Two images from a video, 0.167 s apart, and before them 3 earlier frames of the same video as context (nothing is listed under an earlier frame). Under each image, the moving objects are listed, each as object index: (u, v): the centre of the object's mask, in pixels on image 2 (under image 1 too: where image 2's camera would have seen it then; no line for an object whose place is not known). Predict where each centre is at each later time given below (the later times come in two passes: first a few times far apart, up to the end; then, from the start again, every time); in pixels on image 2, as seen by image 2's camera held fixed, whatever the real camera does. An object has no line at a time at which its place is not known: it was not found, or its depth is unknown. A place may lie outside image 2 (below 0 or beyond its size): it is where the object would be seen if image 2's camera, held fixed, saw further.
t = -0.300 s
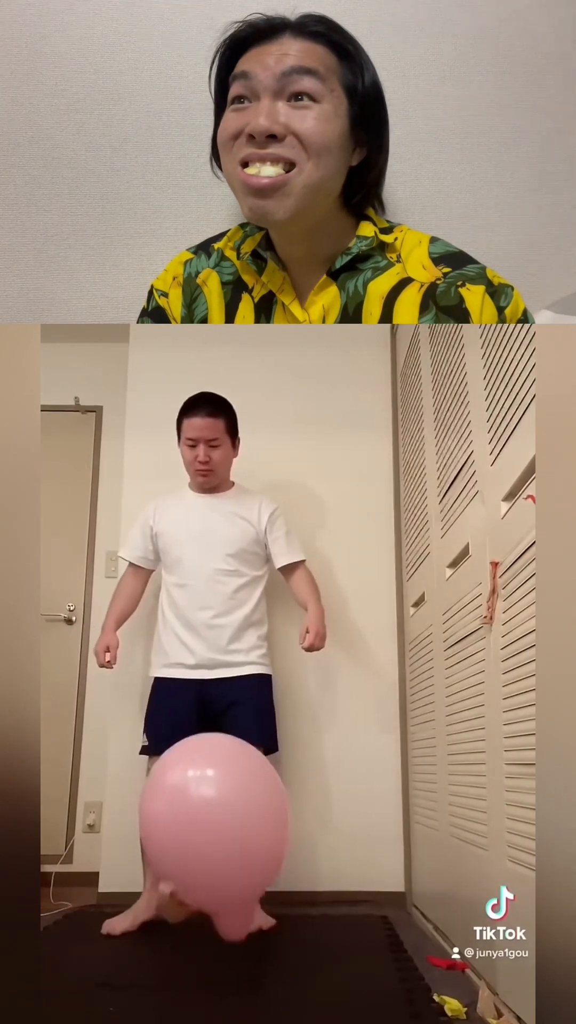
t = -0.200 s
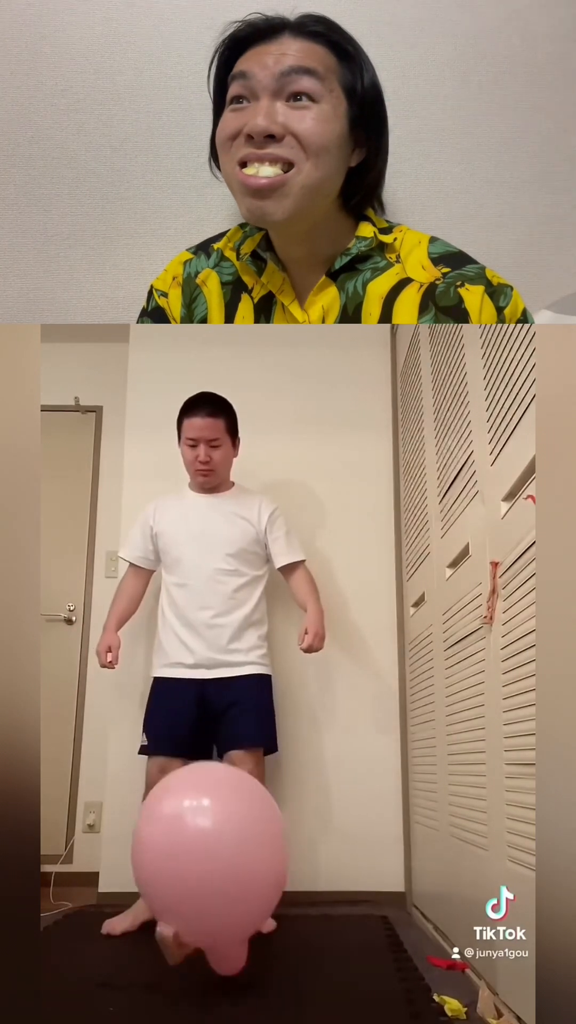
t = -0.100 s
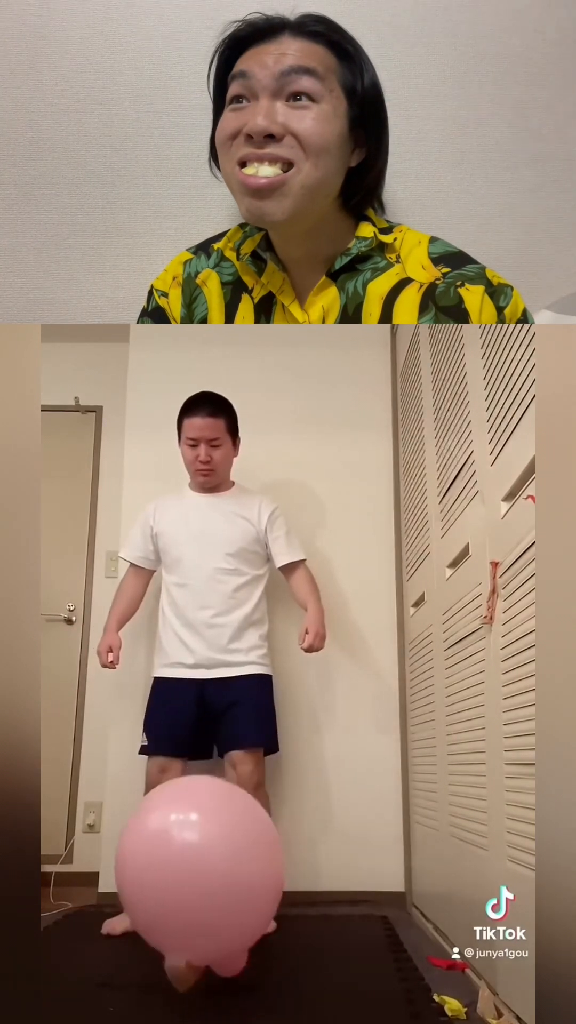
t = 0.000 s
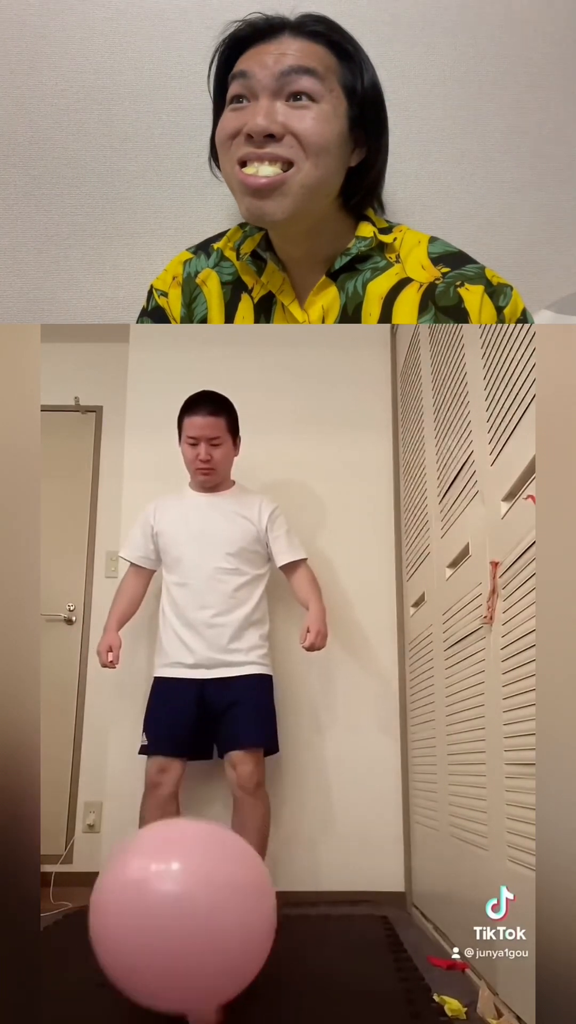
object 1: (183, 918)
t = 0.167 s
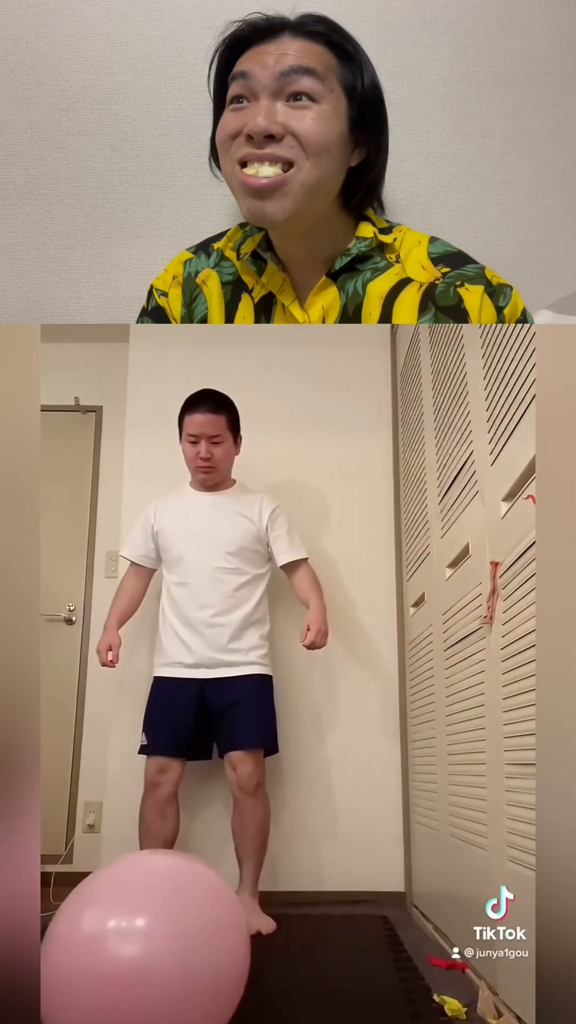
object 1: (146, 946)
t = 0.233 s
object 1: (142, 946)
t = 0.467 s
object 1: (136, 945)
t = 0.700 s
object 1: (124, 942)
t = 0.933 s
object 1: (118, 940)
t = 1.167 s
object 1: (121, 941)
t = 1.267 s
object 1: (121, 942)
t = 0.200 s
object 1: (145, 945)
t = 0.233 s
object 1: (142, 946)
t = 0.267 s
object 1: (142, 945)
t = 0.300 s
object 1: (141, 944)
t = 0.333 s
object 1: (139, 946)
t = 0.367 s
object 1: (138, 945)
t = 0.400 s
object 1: (138, 945)
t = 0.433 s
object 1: (137, 945)
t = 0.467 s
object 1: (136, 945)
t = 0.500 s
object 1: (136, 945)
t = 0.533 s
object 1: (134, 944)
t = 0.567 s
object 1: (131, 943)
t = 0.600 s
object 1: (130, 943)
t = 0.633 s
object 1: (127, 942)
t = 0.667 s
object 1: (125, 942)
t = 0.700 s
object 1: (124, 942)
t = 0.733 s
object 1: (122, 942)
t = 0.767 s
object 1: (121, 941)
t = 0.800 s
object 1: (120, 941)
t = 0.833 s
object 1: (119, 940)
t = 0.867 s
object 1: (119, 940)
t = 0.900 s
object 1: (118, 940)
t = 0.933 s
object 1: (118, 940)
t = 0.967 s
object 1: (118, 940)
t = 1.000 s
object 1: (118, 941)
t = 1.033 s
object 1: (119, 940)
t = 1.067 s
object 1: (119, 941)
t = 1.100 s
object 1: (119, 941)
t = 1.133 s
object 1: (120, 941)
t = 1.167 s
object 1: (121, 941)
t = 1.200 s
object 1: (121, 942)
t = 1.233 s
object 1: (121, 941)
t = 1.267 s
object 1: (121, 942)
